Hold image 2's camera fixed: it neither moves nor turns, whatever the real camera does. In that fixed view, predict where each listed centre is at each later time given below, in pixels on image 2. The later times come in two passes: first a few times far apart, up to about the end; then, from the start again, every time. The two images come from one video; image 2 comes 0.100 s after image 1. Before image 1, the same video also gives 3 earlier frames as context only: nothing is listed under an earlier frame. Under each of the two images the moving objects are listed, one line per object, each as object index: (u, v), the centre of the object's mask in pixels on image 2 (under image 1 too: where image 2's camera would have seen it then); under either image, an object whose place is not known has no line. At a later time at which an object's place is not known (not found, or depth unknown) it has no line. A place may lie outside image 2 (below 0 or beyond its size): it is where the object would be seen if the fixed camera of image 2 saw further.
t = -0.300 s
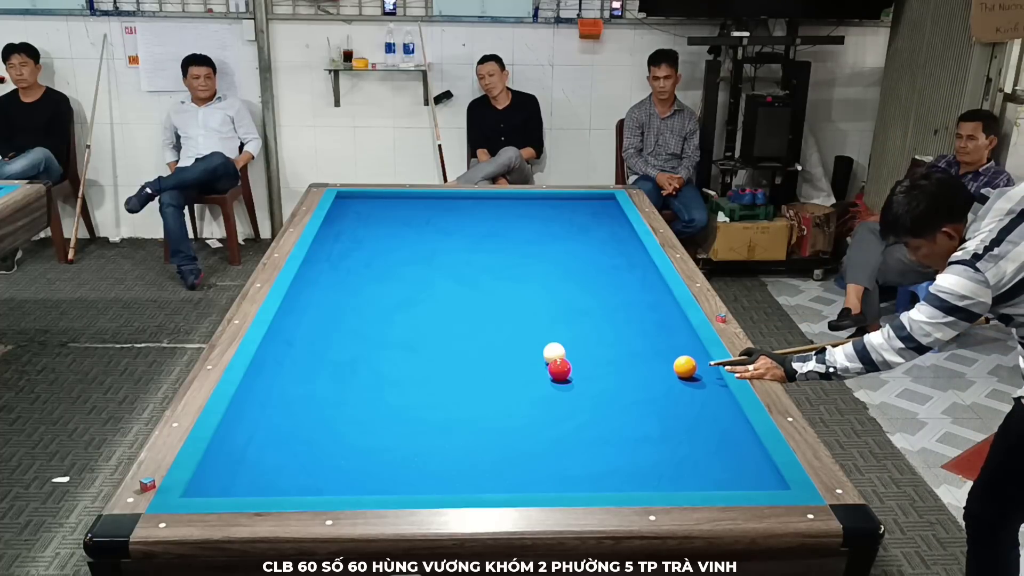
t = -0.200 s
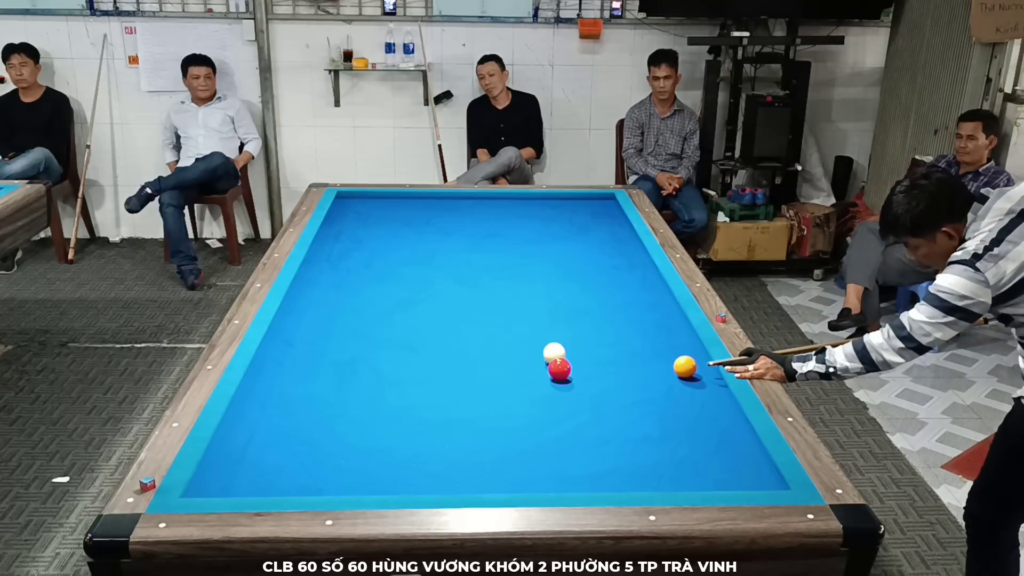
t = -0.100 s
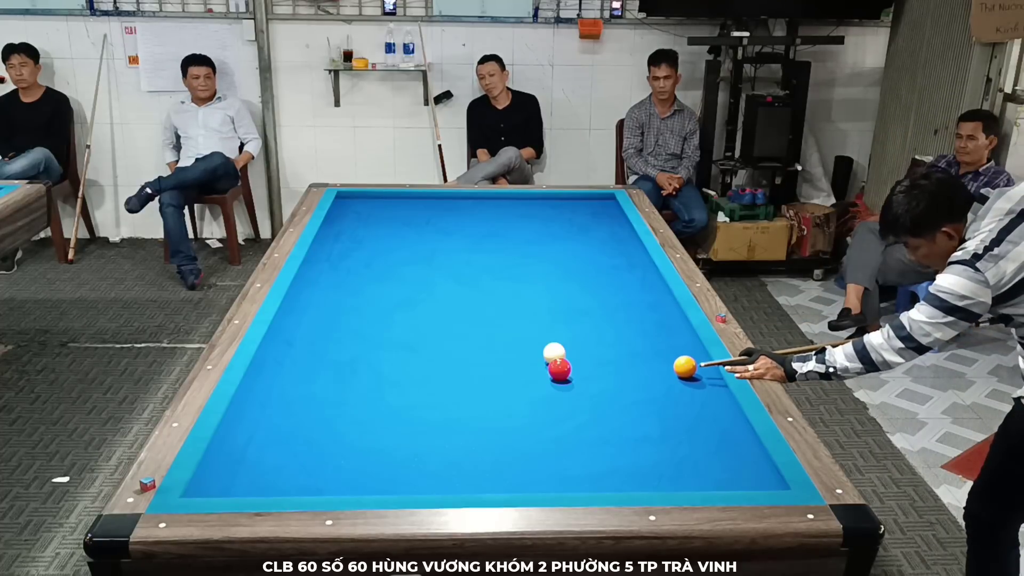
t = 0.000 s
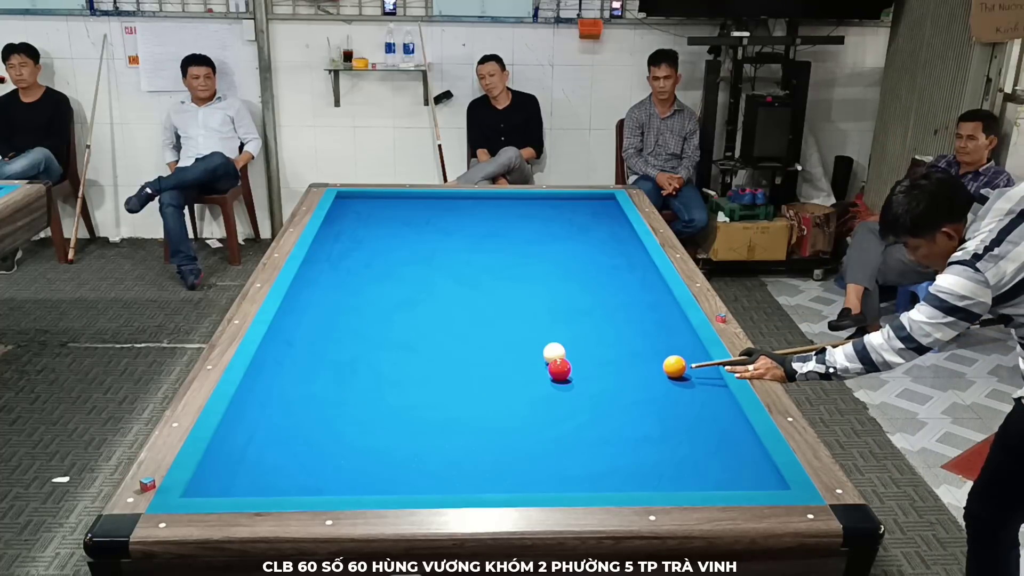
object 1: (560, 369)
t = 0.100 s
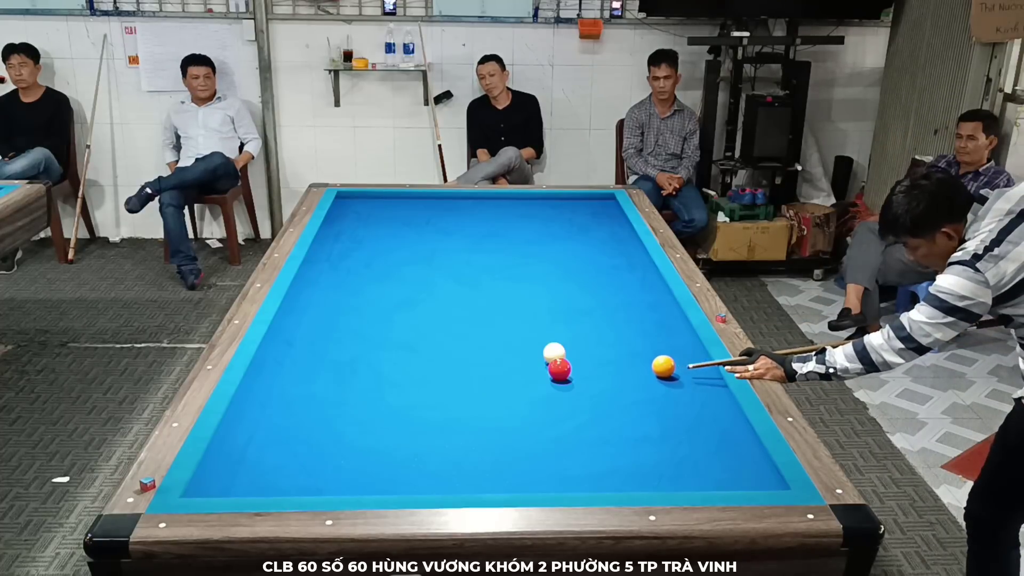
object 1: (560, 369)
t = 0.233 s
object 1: (560, 370)
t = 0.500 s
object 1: (560, 370)
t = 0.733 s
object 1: (560, 370)
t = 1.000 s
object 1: (555, 370)
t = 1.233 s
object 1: (543, 372)
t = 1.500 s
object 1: (530, 374)
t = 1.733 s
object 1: (520, 375)
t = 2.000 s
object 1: (510, 376)
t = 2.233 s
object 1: (502, 377)
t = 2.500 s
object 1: (494, 379)
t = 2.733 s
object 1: (488, 380)
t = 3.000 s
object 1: (483, 381)
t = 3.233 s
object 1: (479, 382)
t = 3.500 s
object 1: (476, 382)
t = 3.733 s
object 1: (475, 383)
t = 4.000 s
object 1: (474, 383)
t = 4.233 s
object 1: (474, 383)
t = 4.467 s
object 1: (474, 383)
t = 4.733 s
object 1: (474, 383)
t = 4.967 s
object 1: (474, 383)
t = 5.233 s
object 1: (474, 383)
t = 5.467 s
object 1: (474, 383)
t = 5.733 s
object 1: (474, 383)
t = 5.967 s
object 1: (474, 383)
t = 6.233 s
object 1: (474, 383)
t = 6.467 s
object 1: (474, 383)
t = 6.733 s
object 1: (474, 383)
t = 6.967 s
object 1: (474, 383)
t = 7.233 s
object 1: (474, 383)
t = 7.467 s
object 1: (474, 383)
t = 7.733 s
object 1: (474, 383)
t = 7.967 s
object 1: (474, 383)
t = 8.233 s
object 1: (474, 383)
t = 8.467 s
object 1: (474, 383)
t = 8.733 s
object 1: (474, 383)
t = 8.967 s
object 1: (474, 383)
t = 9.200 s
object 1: (474, 383)
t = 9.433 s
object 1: (474, 383)
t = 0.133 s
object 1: (560, 369)
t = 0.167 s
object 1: (560, 369)
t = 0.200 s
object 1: (560, 370)
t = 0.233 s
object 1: (560, 370)
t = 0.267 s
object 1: (560, 369)
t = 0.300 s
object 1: (560, 369)
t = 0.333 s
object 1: (560, 369)
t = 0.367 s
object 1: (560, 369)
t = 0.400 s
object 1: (560, 370)
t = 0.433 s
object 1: (560, 370)
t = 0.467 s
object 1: (560, 370)
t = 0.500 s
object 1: (560, 370)
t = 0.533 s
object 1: (560, 370)
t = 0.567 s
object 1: (560, 370)
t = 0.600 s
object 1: (560, 370)
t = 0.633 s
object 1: (560, 370)
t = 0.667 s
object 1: (560, 370)
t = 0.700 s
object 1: (560, 370)
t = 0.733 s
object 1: (560, 370)
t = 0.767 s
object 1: (559, 369)
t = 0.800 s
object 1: (559, 369)
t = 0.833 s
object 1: (559, 369)
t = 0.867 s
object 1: (559, 369)
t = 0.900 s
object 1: (559, 369)
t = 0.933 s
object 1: (558, 370)
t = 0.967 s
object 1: (556, 370)
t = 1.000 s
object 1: (555, 370)
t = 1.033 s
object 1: (553, 370)
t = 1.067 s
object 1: (551, 371)
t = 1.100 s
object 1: (549, 371)
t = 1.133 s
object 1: (548, 371)
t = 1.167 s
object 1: (546, 372)
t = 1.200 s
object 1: (544, 371)
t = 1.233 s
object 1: (543, 372)
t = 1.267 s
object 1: (541, 372)
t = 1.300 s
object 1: (539, 372)
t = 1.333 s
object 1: (538, 373)
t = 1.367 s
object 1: (536, 373)
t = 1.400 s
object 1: (535, 373)
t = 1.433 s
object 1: (533, 373)
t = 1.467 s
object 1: (532, 373)
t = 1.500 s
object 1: (530, 374)
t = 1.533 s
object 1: (529, 374)
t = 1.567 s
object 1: (527, 374)
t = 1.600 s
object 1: (526, 374)
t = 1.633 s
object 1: (525, 374)
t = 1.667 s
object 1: (523, 375)
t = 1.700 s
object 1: (522, 375)
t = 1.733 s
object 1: (520, 375)
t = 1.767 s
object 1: (519, 375)
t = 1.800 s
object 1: (518, 375)
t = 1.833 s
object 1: (516, 375)
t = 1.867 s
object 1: (515, 376)
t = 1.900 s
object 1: (514, 376)
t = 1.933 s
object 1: (513, 376)
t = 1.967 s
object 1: (511, 376)
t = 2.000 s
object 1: (510, 376)
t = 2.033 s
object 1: (509, 376)
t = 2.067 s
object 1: (508, 377)
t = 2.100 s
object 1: (507, 377)
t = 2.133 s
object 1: (506, 377)
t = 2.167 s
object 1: (505, 377)
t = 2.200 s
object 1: (503, 377)
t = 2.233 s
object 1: (502, 377)
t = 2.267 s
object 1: (501, 378)
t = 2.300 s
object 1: (500, 378)
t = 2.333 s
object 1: (499, 378)
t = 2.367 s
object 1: (498, 378)
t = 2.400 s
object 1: (497, 378)
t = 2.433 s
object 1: (496, 378)
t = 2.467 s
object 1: (495, 378)
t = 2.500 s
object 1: (494, 379)
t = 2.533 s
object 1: (493, 379)
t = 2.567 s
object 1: (493, 379)
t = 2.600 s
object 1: (492, 379)
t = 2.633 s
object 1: (491, 379)
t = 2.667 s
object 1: (490, 379)
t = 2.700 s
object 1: (489, 380)
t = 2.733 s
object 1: (488, 380)
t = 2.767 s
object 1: (488, 380)
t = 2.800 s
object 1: (487, 380)
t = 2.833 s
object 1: (486, 380)
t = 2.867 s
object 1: (486, 380)
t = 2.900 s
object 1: (485, 380)
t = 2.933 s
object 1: (484, 381)
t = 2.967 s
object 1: (484, 381)
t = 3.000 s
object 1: (483, 381)
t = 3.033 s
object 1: (483, 381)
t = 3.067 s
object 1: (482, 381)
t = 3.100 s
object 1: (481, 381)
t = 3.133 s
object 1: (481, 381)
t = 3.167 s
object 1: (480, 381)
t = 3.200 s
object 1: (480, 382)
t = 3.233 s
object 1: (479, 382)
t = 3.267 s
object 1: (479, 382)
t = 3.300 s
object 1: (479, 382)
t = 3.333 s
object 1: (478, 382)
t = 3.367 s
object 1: (478, 382)
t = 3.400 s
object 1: (477, 382)
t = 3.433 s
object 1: (477, 382)
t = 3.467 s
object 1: (477, 382)
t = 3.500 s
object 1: (476, 382)
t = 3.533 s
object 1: (476, 382)
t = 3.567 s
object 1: (476, 382)
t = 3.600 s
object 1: (476, 382)
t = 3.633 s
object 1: (475, 383)
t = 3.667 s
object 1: (475, 383)
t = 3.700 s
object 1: (475, 383)
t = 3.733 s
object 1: (475, 383)
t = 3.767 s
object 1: (475, 383)
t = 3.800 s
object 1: (474, 383)
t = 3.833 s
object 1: (474, 383)
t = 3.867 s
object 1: (474, 383)
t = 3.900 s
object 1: (474, 383)
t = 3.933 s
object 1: (474, 383)
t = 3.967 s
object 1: (474, 383)
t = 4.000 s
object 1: (474, 383)
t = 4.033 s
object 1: (474, 383)
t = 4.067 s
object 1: (474, 383)
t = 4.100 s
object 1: (474, 383)
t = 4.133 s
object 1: (474, 383)
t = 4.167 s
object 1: (474, 383)
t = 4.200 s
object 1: (474, 383)
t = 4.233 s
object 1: (474, 383)
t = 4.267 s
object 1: (474, 383)
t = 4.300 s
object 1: (474, 383)
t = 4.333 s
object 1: (474, 383)
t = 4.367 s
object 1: (474, 383)
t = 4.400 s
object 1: (474, 383)
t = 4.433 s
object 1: (474, 383)
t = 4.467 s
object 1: (474, 383)
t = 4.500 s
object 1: (474, 383)
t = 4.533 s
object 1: (474, 383)
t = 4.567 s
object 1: (474, 383)
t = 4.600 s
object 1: (474, 383)
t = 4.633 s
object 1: (474, 383)
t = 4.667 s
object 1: (474, 383)
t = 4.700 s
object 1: (474, 383)
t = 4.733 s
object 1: (474, 383)
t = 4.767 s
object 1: (474, 383)
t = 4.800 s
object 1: (474, 383)
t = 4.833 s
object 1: (474, 383)
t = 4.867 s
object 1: (474, 383)
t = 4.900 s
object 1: (474, 383)
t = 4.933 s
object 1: (474, 383)
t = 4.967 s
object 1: (474, 383)
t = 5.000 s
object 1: (474, 383)
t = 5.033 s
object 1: (474, 383)
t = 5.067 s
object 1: (474, 383)
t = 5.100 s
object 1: (474, 383)
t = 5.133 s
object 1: (474, 383)
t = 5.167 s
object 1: (474, 383)
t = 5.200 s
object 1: (474, 383)
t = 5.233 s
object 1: (474, 383)
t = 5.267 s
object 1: (474, 383)
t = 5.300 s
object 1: (474, 383)
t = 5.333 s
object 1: (474, 383)
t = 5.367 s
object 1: (474, 383)
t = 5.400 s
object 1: (474, 383)
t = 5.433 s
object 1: (474, 383)
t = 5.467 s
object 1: (474, 383)
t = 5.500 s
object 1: (474, 383)
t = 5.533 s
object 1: (474, 383)
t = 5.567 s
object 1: (474, 383)
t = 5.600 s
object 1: (474, 383)
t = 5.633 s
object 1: (474, 383)
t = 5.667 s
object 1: (474, 383)
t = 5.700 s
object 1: (474, 383)
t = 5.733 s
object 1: (474, 383)
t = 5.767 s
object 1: (474, 383)
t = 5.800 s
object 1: (474, 383)
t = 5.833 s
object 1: (474, 383)
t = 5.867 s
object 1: (474, 383)
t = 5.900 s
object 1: (474, 383)
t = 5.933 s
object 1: (474, 383)
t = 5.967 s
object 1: (474, 383)
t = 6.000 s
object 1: (474, 383)
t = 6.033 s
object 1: (474, 383)
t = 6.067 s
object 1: (474, 383)
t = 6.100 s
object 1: (474, 383)
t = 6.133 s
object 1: (474, 383)
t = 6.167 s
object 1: (474, 383)
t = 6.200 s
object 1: (474, 383)
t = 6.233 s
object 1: (474, 383)
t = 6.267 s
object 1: (474, 383)
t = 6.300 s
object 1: (474, 383)
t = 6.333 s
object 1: (474, 383)
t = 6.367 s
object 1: (474, 383)
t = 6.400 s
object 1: (474, 383)
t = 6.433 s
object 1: (474, 383)
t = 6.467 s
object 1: (474, 383)
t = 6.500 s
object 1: (474, 383)
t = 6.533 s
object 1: (474, 383)
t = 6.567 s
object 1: (474, 383)
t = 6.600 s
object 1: (474, 383)
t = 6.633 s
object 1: (474, 383)
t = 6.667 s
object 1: (474, 383)
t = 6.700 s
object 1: (474, 383)
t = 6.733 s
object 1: (474, 383)
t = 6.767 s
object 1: (474, 383)
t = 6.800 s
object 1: (474, 383)
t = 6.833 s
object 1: (474, 383)
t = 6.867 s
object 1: (474, 383)
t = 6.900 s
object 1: (474, 383)
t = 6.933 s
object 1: (474, 383)
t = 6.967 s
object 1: (474, 383)
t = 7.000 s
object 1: (474, 383)
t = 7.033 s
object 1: (474, 383)
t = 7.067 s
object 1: (474, 383)
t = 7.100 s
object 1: (474, 383)
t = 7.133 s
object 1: (474, 383)
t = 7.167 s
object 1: (474, 383)
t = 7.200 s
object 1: (474, 383)
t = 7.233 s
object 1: (474, 383)
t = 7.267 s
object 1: (474, 383)
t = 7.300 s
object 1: (474, 383)
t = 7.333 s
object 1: (474, 383)
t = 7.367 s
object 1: (474, 383)
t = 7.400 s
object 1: (474, 383)
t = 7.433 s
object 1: (474, 383)
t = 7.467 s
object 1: (474, 383)
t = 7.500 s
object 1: (474, 383)
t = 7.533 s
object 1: (474, 383)
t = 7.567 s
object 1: (474, 383)
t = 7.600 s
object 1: (474, 383)
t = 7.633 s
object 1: (474, 383)
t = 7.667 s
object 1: (474, 383)
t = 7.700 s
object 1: (474, 383)
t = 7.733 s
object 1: (474, 383)
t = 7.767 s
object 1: (474, 383)
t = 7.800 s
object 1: (474, 383)
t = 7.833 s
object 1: (474, 383)
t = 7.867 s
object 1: (474, 383)
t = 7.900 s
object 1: (474, 383)
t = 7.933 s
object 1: (474, 383)
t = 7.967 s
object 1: (474, 383)
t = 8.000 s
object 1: (474, 383)
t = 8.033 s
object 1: (474, 383)
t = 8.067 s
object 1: (474, 383)
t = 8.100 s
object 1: (474, 383)
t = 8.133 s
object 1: (474, 383)
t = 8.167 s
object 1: (474, 383)
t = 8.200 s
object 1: (474, 383)
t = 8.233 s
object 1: (474, 383)
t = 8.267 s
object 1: (474, 383)
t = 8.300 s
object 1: (474, 383)
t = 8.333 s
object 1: (474, 383)
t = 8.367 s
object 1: (474, 383)
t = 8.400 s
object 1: (474, 383)
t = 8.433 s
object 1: (474, 383)
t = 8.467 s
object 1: (474, 383)
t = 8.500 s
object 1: (474, 383)
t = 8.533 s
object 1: (474, 383)
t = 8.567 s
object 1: (474, 383)
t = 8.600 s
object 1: (474, 383)
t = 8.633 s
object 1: (474, 383)
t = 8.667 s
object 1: (474, 383)
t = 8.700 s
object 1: (474, 383)
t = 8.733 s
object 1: (474, 383)
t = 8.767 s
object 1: (474, 383)
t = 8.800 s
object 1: (474, 383)
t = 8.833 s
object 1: (474, 383)
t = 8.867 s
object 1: (474, 383)
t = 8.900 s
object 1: (474, 383)
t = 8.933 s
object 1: (474, 383)
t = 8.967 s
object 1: (474, 383)
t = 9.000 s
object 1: (474, 383)
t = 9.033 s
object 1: (474, 383)
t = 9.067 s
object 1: (474, 383)
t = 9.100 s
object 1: (474, 383)
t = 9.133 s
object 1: (474, 383)
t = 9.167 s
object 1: (474, 383)
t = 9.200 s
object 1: (474, 383)
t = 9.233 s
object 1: (474, 383)
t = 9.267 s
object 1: (474, 383)
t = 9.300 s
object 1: (474, 383)
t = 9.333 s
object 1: (474, 383)
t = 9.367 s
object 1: (474, 383)
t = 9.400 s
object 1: (474, 383)
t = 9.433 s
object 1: (474, 383)
